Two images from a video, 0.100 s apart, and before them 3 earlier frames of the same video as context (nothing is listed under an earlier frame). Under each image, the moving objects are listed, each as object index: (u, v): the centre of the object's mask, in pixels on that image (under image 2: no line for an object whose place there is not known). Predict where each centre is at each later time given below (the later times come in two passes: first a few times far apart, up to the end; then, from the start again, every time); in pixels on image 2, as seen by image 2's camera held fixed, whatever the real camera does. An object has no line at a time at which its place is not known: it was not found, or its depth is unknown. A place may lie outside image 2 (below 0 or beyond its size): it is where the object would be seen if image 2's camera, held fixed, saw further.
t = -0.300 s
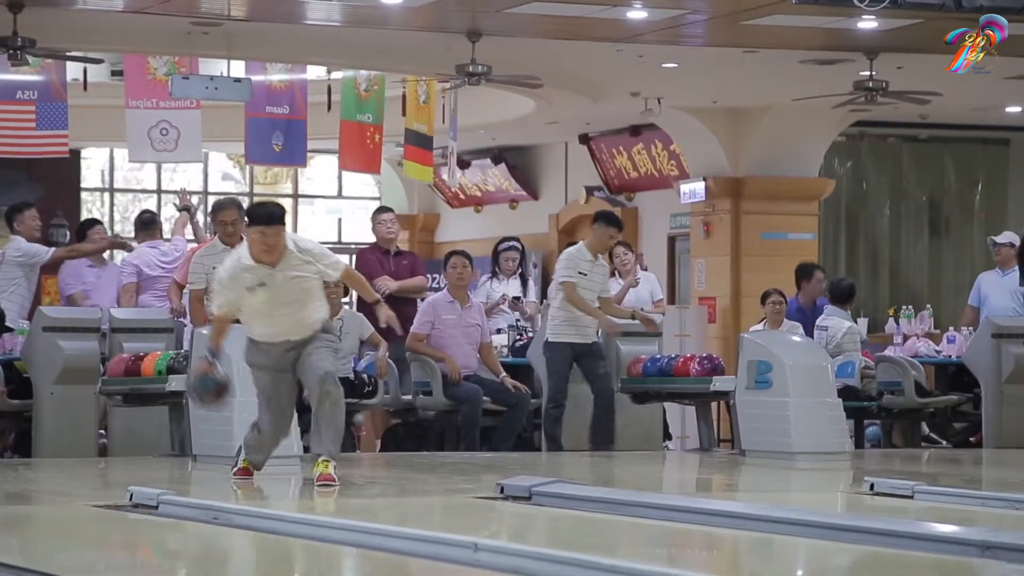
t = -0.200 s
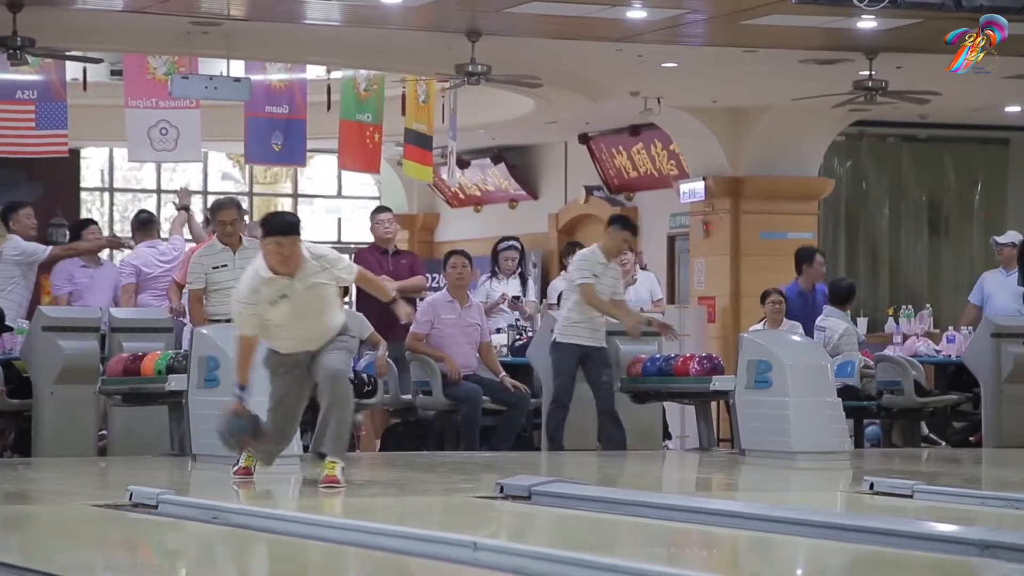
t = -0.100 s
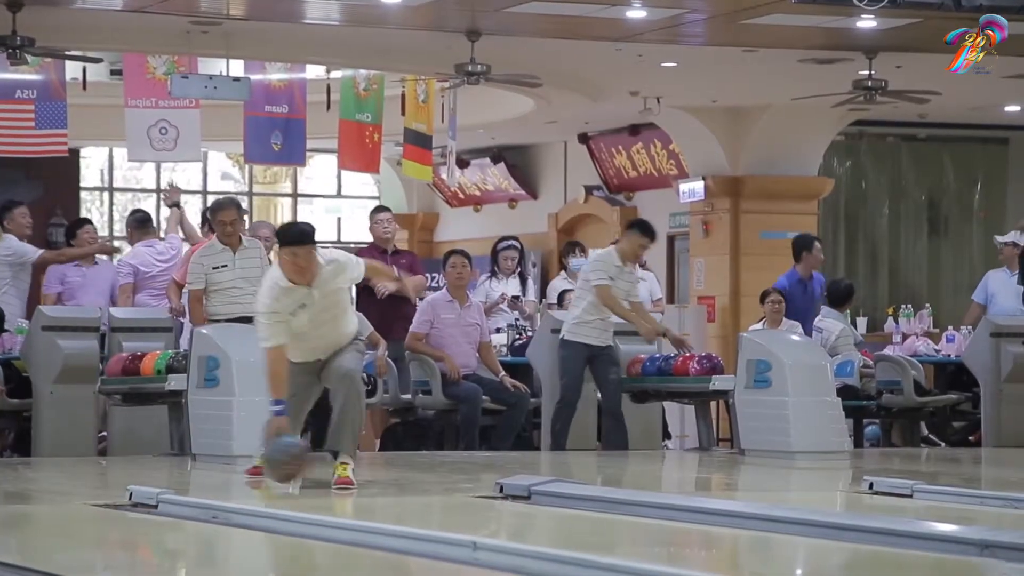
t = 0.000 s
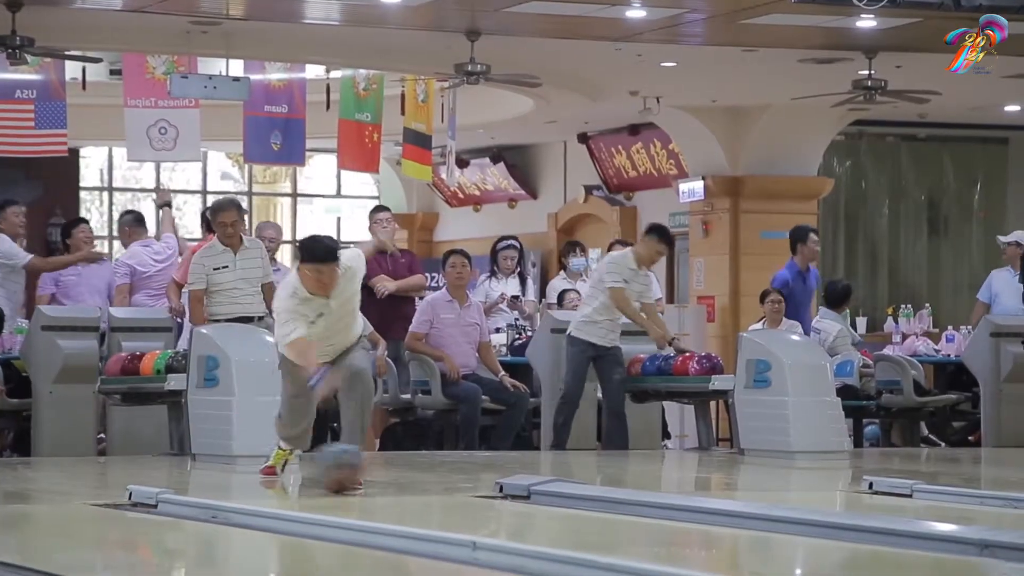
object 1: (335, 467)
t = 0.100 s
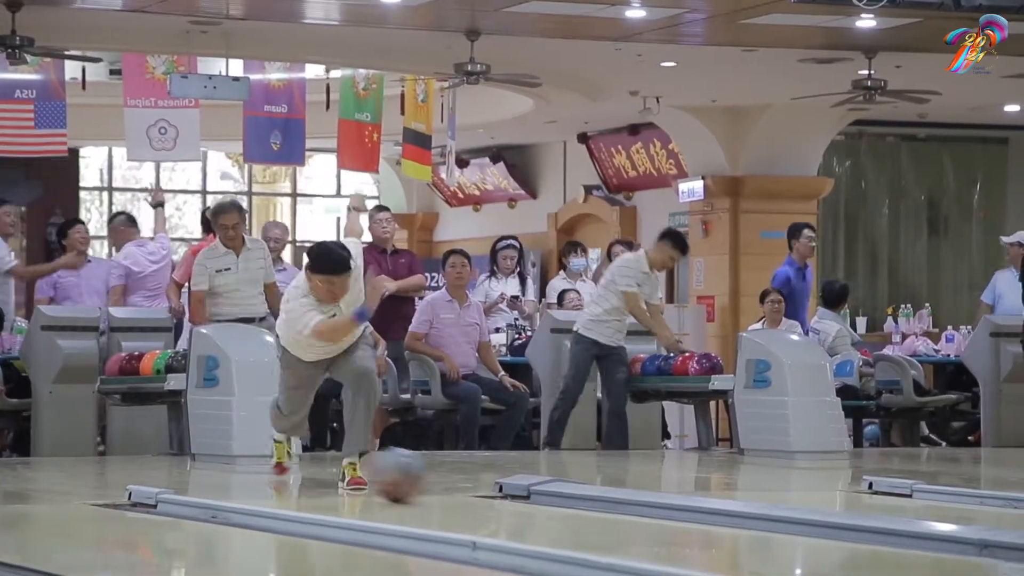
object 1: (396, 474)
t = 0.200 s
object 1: (464, 481)
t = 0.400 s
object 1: (620, 498)
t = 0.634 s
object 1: (862, 527)
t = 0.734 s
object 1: (991, 543)
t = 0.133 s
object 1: (419, 477)
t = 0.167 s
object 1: (443, 479)
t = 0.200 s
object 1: (464, 481)
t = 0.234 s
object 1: (488, 483)
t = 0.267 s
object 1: (511, 485)
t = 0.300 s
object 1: (537, 489)
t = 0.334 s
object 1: (562, 491)
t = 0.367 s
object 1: (592, 495)
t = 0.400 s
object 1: (620, 498)
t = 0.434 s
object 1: (649, 501)
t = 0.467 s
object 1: (681, 505)
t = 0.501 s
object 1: (713, 507)
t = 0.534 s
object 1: (748, 511)
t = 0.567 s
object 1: (785, 516)
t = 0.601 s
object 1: (821, 521)
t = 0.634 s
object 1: (862, 527)
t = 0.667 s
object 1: (902, 532)
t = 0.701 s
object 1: (948, 540)
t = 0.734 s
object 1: (991, 543)
